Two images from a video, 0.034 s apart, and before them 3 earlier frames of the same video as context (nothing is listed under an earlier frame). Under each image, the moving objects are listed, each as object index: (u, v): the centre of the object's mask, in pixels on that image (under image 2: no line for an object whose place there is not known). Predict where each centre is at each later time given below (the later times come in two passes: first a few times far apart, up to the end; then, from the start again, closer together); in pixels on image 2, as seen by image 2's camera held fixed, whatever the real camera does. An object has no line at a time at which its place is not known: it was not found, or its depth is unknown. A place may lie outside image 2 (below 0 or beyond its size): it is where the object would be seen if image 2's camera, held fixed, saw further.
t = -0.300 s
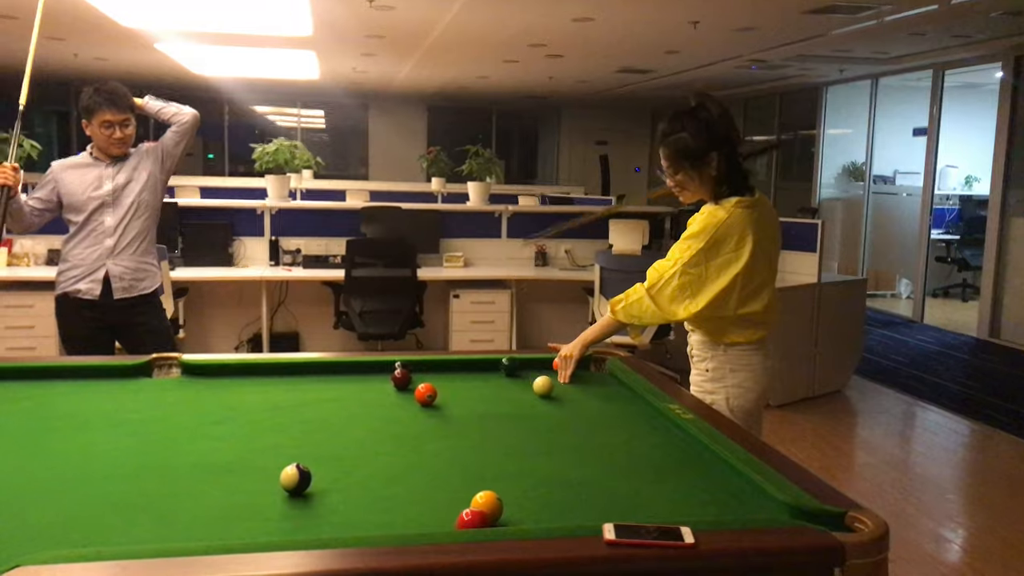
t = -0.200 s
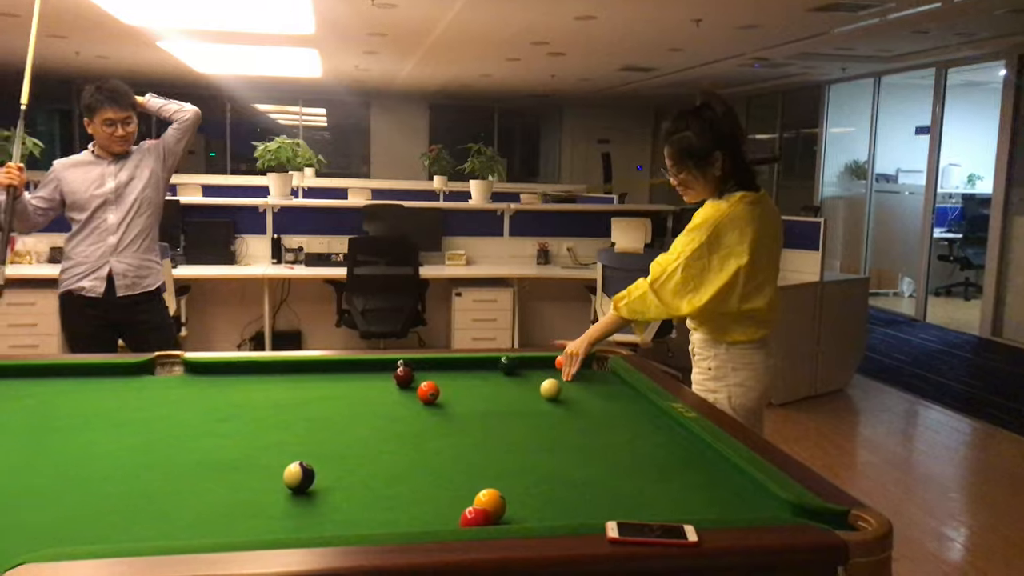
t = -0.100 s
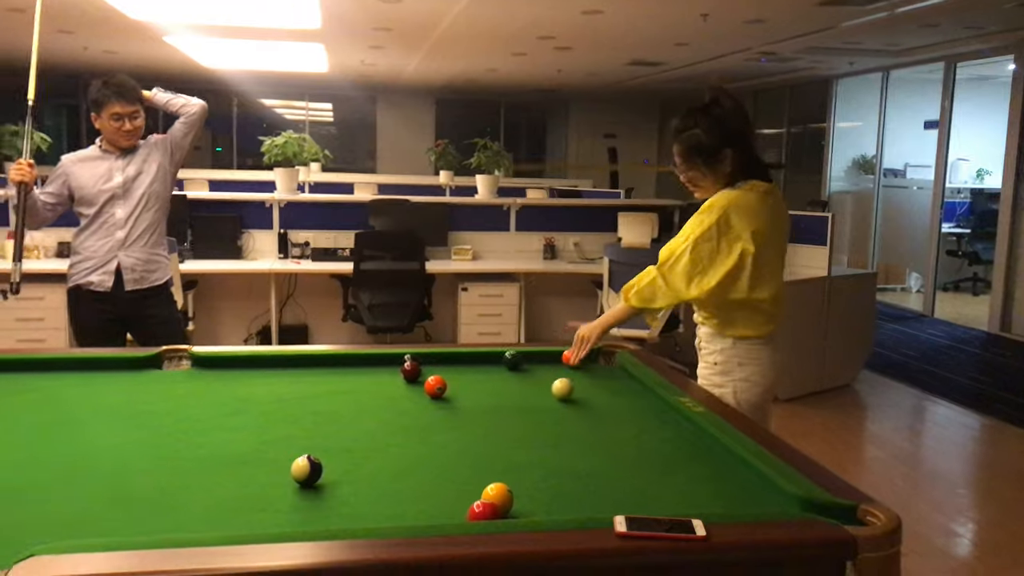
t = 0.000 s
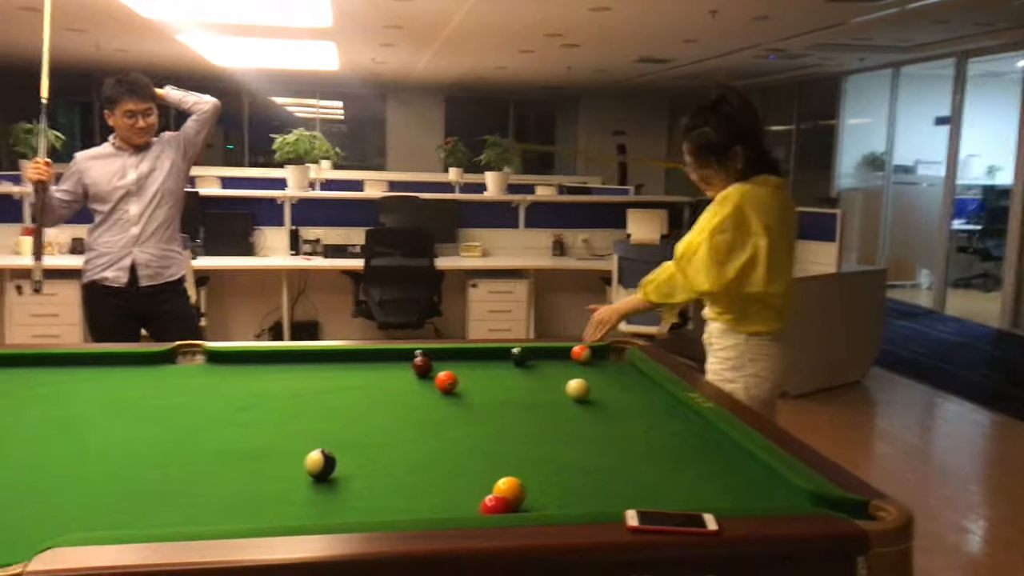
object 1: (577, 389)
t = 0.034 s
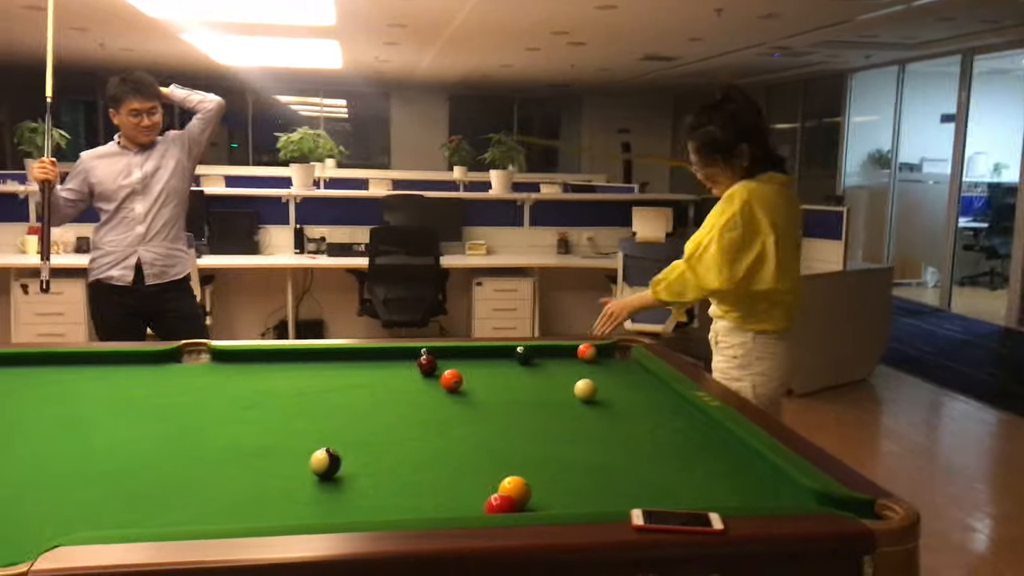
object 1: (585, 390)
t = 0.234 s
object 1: (596, 401)
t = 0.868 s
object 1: (634, 438)
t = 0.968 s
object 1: (641, 444)
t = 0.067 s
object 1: (586, 391)
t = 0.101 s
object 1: (587, 393)
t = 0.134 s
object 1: (591, 395)
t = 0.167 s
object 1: (591, 397)
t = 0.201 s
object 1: (593, 399)
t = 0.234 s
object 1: (596, 401)
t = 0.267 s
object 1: (597, 403)
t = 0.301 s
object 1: (599, 405)
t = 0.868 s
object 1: (634, 438)
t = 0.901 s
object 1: (636, 440)
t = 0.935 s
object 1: (638, 443)
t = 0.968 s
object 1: (641, 444)
